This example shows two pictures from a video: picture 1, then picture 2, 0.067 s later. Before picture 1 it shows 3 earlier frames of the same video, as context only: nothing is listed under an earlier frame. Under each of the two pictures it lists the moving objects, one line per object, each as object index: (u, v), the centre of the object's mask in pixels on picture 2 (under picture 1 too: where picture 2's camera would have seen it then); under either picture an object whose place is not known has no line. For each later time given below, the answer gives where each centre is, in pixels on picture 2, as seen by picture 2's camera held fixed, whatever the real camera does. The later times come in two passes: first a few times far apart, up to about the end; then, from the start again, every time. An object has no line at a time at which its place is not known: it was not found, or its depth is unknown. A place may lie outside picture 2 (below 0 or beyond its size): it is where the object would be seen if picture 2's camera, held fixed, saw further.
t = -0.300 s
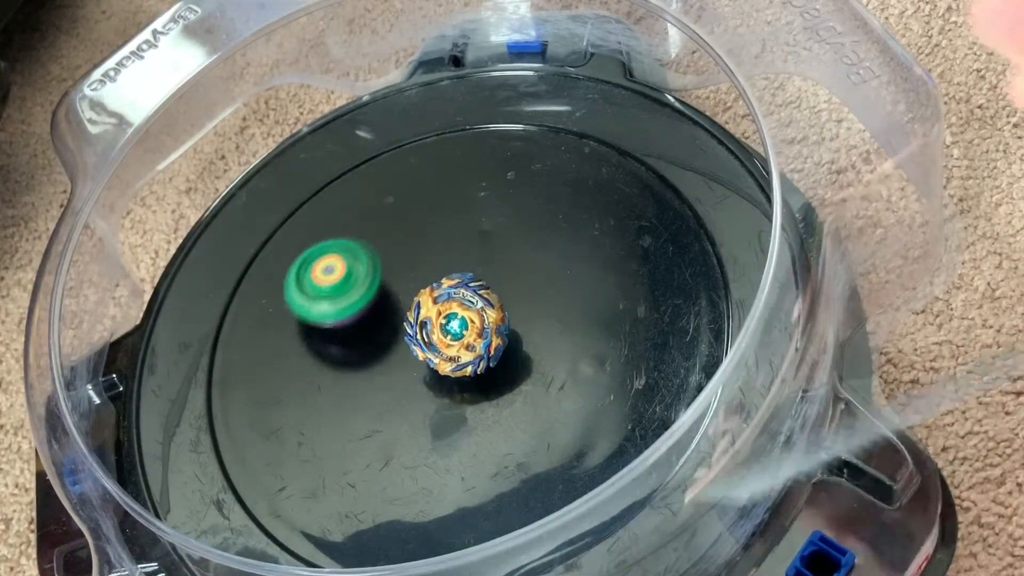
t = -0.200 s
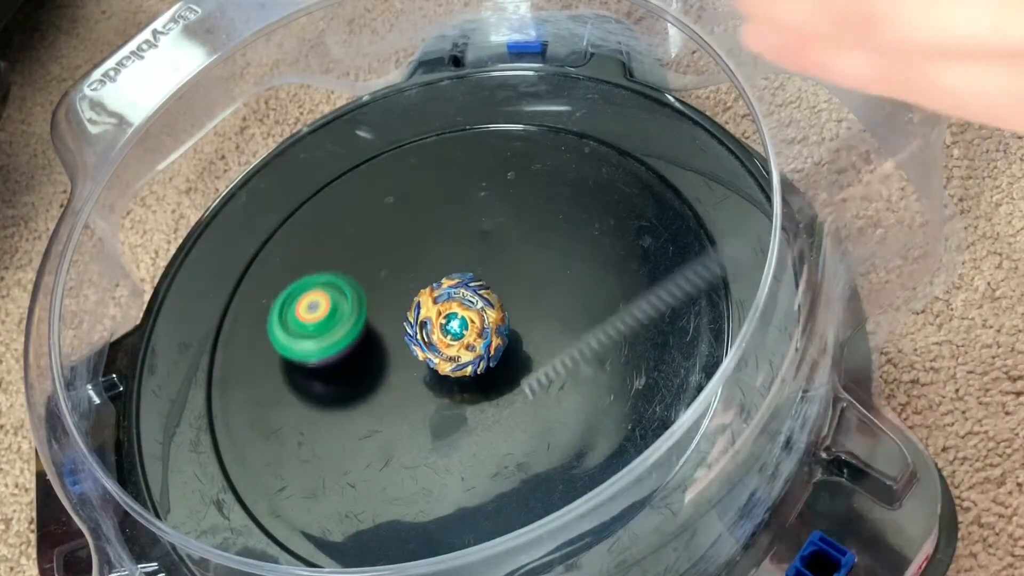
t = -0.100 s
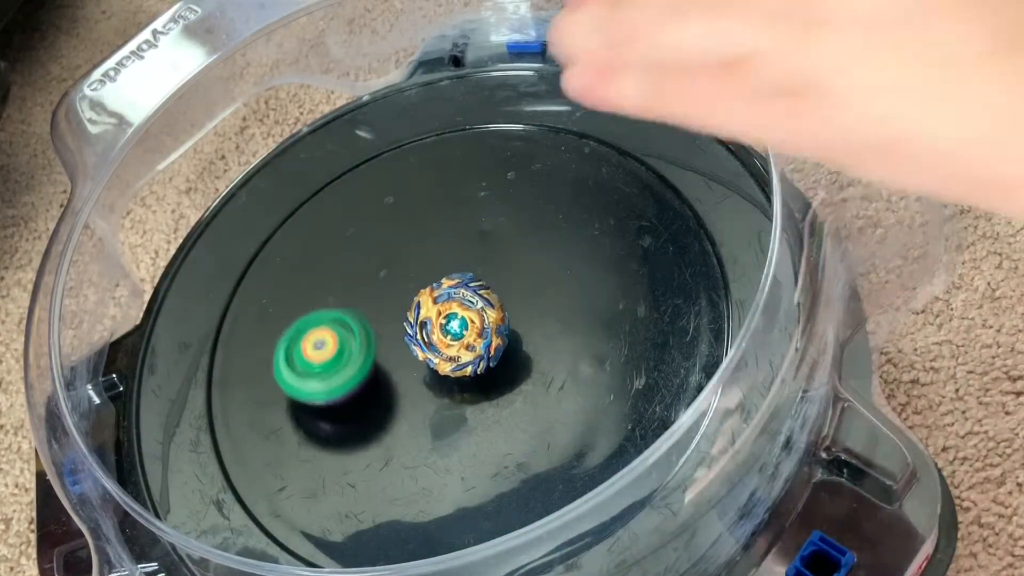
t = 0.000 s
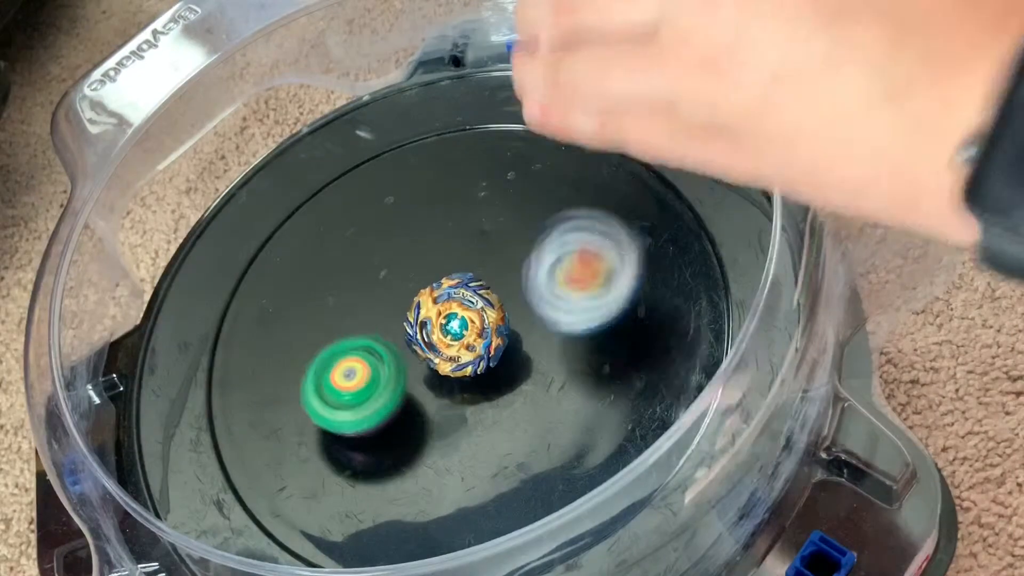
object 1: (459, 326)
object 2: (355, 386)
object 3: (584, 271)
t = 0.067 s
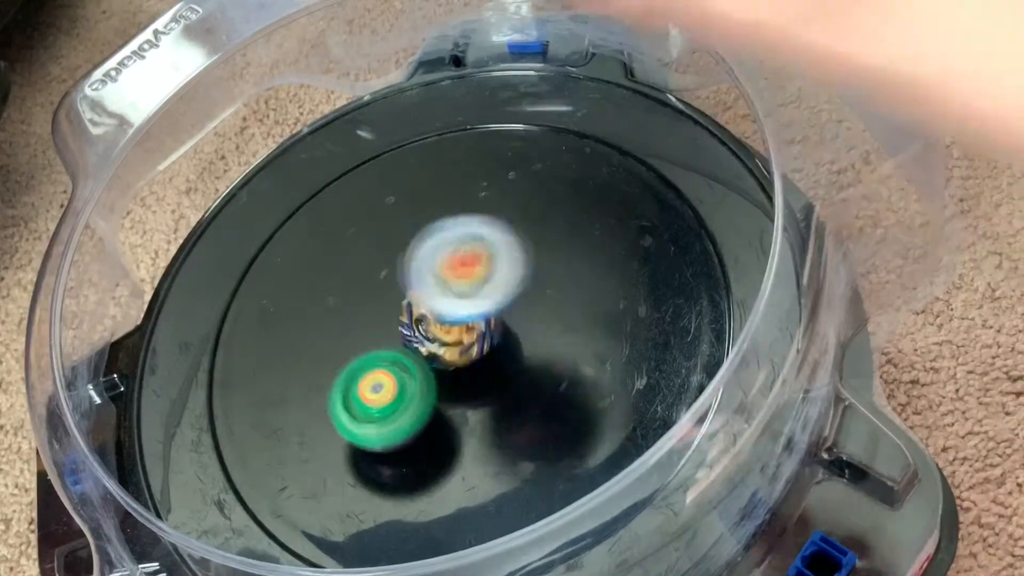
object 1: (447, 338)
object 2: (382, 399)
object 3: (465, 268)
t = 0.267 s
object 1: (452, 293)
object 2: (472, 416)
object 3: (249, 364)
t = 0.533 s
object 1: (473, 284)
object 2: (553, 330)
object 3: (348, 434)
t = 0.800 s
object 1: (460, 291)
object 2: (559, 281)
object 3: (667, 300)
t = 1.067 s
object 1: (440, 296)
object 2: (541, 268)
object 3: (495, 107)
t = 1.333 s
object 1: (432, 298)
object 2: (529, 274)
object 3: (212, 315)
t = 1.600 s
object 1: (429, 300)
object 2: (522, 312)
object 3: (464, 532)
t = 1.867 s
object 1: (436, 308)
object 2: (511, 358)
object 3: (692, 230)
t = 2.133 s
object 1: (444, 313)
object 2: (498, 384)
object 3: (423, 119)
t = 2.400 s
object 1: (469, 301)
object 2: (461, 392)
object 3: (210, 334)
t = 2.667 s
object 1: (478, 295)
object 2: (422, 395)
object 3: (430, 517)
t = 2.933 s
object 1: (469, 304)
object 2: (391, 382)
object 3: (685, 279)
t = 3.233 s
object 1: (476, 297)
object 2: (378, 361)
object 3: (456, 132)
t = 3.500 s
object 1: (481, 300)
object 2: (386, 331)
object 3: (262, 315)
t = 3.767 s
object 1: (496, 327)
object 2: (399, 303)
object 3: (424, 499)
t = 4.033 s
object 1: (497, 340)
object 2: (437, 271)
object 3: (660, 319)
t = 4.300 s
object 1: (497, 343)
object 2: (479, 252)
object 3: (515, 156)
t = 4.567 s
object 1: (484, 351)
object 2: (520, 260)
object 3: (296, 271)
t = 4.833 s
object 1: (463, 365)
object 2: (549, 272)
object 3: (344, 478)
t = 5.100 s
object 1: (443, 353)
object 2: (543, 313)
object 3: (612, 391)
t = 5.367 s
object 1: (425, 318)
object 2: (505, 345)
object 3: (598, 194)
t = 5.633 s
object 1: (457, 287)
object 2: (420, 372)
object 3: (391, 210)
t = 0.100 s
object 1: (462, 326)
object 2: (394, 409)
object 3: (412, 278)
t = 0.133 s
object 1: (454, 308)
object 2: (407, 416)
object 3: (367, 302)
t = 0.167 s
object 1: (449, 304)
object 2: (422, 419)
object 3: (335, 336)
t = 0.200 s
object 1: (450, 301)
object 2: (438, 421)
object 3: (299, 342)
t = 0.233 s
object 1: (450, 297)
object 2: (455, 420)
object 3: (270, 348)
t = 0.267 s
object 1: (452, 293)
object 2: (472, 416)
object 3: (249, 364)
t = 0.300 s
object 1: (454, 288)
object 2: (489, 410)
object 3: (234, 369)
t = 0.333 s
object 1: (456, 286)
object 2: (505, 401)
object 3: (227, 378)
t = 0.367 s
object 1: (459, 286)
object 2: (518, 390)
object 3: (229, 387)
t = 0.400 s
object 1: (462, 285)
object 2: (530, 378)
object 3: (239, 396)
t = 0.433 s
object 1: (466, 284)
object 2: (539, 365)
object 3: (256, 406)
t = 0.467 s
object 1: (470, 283)
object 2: (545, 353)
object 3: (281, 415)
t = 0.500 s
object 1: (472, 284)
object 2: (550, 341)
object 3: (312, 425)
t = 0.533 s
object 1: (473, 284)
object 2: (553, 330)
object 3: (348, 434)
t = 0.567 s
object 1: (474, 283)
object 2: (556, 323)
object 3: (389, 441)
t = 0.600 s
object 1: (473, 283)
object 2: (558, 316)
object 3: (436, 444)
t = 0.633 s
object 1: (471, 284)
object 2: (558, 309)
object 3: (484, 438)
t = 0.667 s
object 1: (467, 285)
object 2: (559, 303)
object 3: (533, 423)
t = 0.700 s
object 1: (462, 286)
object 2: (563, 298)
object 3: (576, 401)
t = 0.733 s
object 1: (461, 287)
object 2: (564, 291)
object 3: (616, 373)
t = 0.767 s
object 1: (461, 289)
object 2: (562, 286)
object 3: (646, 338)
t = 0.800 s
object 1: (460, 291)
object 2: (559, 281)
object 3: (667, 300)
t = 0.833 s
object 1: (458, 294)
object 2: (555, 277)
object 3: (676, 261)
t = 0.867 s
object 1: (452, 296)
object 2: (552, 275)
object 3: (675, 223)
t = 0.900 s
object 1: (449, 298)
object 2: (551, 274)
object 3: (666, 187)
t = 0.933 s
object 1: (448, 297)
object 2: (548, 272)
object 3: (646, 158)
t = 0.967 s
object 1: (447, 296)
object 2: (545, 271)
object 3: (617, 132)
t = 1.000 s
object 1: (445, 295)
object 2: (542, 270)
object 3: (584, 113)
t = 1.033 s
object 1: (444, 295)
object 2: (540, 269)
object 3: (543, 108)
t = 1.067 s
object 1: (440, 296)
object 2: (541, 268)
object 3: (495, 107)
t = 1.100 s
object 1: (440, 296)
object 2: (539, 266)
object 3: (450, 113)
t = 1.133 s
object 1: (440, 296)
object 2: (536, 266)
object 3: (406, 126)
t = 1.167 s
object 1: (438, 297)
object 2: (533, 266)
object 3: (364, 145)
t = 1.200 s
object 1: (437, 298)
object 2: (532, 267)
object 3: (325, 169)
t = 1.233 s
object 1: (435, 298)
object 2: (531, 268)
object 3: (289, 200)
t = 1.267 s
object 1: (435, 298)
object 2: (530, 269)
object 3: (257, 235)
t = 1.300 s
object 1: (432, 299)
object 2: (530, 271)
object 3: (232, 272)
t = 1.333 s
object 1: (432, 298)
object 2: (529, 274)
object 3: (212, 315)
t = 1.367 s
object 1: (431, 298)
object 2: (528, 277)
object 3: (200, 360)
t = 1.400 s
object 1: (431, 299)
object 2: (527, 280)
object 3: (207, 405)
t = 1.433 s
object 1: (430, 299)
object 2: (526, 285)
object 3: (223, 451)
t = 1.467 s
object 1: (430, 299)
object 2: (526, 289)
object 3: (250, 490)
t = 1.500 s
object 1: (429, 299)
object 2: (525, 294)
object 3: (293, 513)
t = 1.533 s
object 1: (429, 299)
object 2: (524, 300)
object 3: (341, 527)
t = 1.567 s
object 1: (429, 300)
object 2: (523, 306)
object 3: (400, 528)
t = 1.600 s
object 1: (429, 300)
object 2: (522, 312)
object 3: (464, 532)
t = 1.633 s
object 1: (429, 300)
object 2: (521, 319)
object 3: (528, 521)
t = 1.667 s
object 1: (430, 300)
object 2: (520, 325)
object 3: (585, 493)
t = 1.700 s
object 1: (431, 301)
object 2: (519, 332)
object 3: (629, 453)
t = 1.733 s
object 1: (431, 302)
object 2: (518, 338)
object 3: (665, 409)
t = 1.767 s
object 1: (432, 303)
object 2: (516, 343)
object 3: (688, 362)
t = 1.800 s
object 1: (433, 304)
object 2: (514, 348)
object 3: (696, 314)
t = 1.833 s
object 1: (434, 306)
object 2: (513, 353)
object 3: (702, 271)
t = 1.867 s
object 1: (436, 308)
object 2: (511, 358)
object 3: (692, 230)
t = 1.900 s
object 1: (436, 308)
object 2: (511, 365)
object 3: (673, 193)
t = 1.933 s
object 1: (436, 307)
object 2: (511, 371)
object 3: (648, 163)
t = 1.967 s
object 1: (435, 307)
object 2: (512, 374)
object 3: (615, 140)
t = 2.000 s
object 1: (436, 308)
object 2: (510, 376)
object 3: (579, 123)
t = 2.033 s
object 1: (437, 309)
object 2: (508, 379)
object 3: (542, 113)
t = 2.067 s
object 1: (439, 311)
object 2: (505, 381)
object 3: (501, 109)
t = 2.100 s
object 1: (441, 312)
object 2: (502, 383)
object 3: (462, 111)
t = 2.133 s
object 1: (444, 313)
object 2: (498, 384)
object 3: (423, 119)
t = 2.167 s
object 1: (447, 313)
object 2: (494, 386)
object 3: (385, 132)
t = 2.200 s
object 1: (450, 311)
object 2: (489, 386)
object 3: (349, 149)
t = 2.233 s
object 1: (453, 309)
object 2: (485, 387)
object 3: (316, 171)
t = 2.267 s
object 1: (456, 307)
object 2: (480, 387)
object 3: (286, 196)
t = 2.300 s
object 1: (460, 306)
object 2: (475, 388)
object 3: (259, 226)
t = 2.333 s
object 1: (464, 305)
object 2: (470, 390)
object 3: (236, 259)
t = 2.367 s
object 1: (466, 302)
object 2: (465, 392)
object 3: (220, 295)
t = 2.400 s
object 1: (469, 301)
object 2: (461, 392)
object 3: (210, 334)
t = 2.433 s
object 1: (472, 301)
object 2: (456, 392)
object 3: (208, 373)
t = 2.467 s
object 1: (475, 300)
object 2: (451, 393)
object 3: (215, 411)
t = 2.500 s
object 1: (475, 298)
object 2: (446, 395)
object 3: (230, 447)
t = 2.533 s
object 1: (476, 298)
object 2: (441, 396)
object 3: (254, 480)
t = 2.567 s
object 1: (477, 297)
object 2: (436, 396)
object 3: (290, 503)
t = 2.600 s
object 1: (478, 295)
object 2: (431, 395)
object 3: (331, 517)
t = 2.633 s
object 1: (478, 295)
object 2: (426, 396)
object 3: (379, 521)
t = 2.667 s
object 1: (478, 295)
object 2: (422, 395)
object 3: (430, 517)
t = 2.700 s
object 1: (478, 296)
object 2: (417, 395)
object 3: (486, 517)
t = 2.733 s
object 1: (477, 297)
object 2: (413, 394)
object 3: (538, 497)
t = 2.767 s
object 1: (476, 298)
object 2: (410, 392)
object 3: (583, 471)
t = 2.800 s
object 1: (475, 300)
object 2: (406, 390)
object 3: (622, 437)
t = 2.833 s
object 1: (473, 303)
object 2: (402, 388)
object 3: (646, 393)
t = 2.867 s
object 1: (470, 304)
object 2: (399, 385)
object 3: (669, 356)
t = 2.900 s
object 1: (469, 304)
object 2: (395, 384)
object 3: (683, 317)
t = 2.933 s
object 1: (469, 304)
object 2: (391, 382)
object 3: (685, 279)
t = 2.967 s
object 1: (468, 304)
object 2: (388, 381)
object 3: (678, 243)
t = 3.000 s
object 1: (467, 304)
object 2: (387, 379)
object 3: (664, 212)
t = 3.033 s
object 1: (468, 305)
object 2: (386, 376)
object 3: (643, 184)
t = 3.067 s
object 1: (470, 304)
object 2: (382, 375)
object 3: (618, 162)
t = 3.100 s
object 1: (473, 302)
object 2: (379, 374)
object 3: (589, 145)
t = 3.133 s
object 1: (475, 300)
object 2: (378, 371)
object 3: (558, 134)
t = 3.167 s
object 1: (476, 299)
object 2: (378, 368)
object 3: (525, 128)
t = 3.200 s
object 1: (477, 298)
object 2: (378, 364)
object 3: (490, 127)
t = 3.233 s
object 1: (476, 297)
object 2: (378, 361)
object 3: (456, 132)
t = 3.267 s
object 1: (476, 298)
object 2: (379, 357)
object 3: (423, 141)
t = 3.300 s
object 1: (475, 300)
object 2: (381, 353)
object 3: (391, 154)
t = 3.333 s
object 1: (477, 300)
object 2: (381, 348)
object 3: (361, 172)
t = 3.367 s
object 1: (480, 301)
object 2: (377, 345)
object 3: (333, 194)
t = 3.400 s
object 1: (481, 300)
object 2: (378, 342)
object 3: (307, 220)
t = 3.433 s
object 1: (480, 300)
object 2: (380, 338)
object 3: (287, 249)
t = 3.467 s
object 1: (480, 300)
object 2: (383, 334)
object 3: (272, 280)
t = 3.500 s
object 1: (481, 300)
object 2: (386, 331)
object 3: (262, 315)
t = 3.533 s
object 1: (487, 301)
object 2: (386, 327)
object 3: (259, 349)
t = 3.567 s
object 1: (493, 303)
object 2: (386, 325)
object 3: (263, 382)
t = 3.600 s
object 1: (493, 306)
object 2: (388, 322)
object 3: (273, 414)
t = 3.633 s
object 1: (492, 309)
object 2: (392, 319)
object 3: (292, 443)
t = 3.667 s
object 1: (494, 314)
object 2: (394, 315)
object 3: (316, 466)
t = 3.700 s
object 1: (493, 318)
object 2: (396, 311)
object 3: (348, 485)
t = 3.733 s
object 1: (496, 323)
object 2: (397, 307)
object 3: (384, 496)
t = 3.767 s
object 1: (496, 327)
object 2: (399, 303)
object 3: (424, 499)
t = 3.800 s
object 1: (495, 331)
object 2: (402, 300)
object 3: (467, 494)
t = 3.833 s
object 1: (494, 334)
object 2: (408, 296)
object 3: (509, 481)
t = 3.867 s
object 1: (493, 338)
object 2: (414, 291)
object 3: (546, 464)
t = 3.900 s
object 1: (494, 340)
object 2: (419, 286)
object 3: (581, 440)
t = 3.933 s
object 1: (494, 341)
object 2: (423, 282)
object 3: (610, 415)
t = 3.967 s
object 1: (495, 341)
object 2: (428, 278)
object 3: (636, 384)
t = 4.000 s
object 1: (496, 341)
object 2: (432, 275)
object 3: (652, 353)
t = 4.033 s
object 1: (497, 340)
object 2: (437, 271)
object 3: (660, 319)
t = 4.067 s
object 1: (499, 341)
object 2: (441, 267)
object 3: (660, 287)
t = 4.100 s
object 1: (499, 341)
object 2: (447, 264)
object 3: (654, 256)
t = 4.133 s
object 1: (499, 341)
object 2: (452, 262)
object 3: (641, 229)
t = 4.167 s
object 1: (498, 342)
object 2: (457, 259)
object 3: (623, 205)
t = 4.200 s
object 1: (498, 342)
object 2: (463, 257)
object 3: (601, 186)
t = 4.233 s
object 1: (497, 343)
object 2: (469, 255)
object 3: (575, 171)
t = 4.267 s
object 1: (497, 343)
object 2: (474, 254)
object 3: (546, 161)
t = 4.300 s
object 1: (497, 343)
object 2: (479, 252)
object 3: (515, 156)
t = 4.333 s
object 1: (497, 343)
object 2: (485, 252)
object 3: (484, 156)
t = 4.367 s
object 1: (497, 343)
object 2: (490, 252)
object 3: (451, 161)
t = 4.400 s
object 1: (496, 344)
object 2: (495, 251)
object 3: (420, 171)
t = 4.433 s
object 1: (495, 346)
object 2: (500, 251)
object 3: (391, 184)
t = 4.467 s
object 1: (493, 347)
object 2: (505, 252)
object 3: (362, 201)
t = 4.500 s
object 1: (490, 348)
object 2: (509, 255)
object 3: (337, 221)
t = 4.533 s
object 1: (487, 349)
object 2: (515, 258)
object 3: (315, 245)
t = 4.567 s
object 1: (484, 351)
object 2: (520, 260)
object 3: (296, 271)
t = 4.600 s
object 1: (481, 355)
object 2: (525, 258)
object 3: (283, 298)
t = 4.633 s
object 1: (478, 359)
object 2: (529, 257)
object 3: (274, 327)
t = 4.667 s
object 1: (474, 361)
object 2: (533, 259)
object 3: (270, 357)
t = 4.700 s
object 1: (471, 364)
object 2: (538, 260)
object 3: (272, 386)
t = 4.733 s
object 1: (468, 365)
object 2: (541, 263)
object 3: (281, 413)
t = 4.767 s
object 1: (465, 365)
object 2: (545, 265)
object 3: (296, 438)
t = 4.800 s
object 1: (463, 364)
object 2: (548, 269)
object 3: (318, 461)
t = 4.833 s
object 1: (463, 365)
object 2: (549, 272)
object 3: (344, 478)
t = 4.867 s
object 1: (458, 365)
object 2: (551, 276)
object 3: (378, 489)
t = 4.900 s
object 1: (455, 365)
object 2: (552, 281)
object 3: (414, 493)
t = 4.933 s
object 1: (452, 365)
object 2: (552, 286)
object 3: (453, 490)
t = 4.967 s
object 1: (450, 363)
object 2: (552, 291)
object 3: (490, 480)
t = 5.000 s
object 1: (448, 360)
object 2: (551, 296)
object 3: (526, 464)
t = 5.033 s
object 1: (446, 359)
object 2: (549, 301)
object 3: (561, 442)
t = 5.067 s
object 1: (444, 356)
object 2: (547, 308)
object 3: (588, 418)
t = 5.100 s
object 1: (443, 353)
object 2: (543, 313)
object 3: (612, 391)
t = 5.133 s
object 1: (443, 349)
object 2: (539, 318)
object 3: (628, 360)
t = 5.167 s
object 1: (441, 345)
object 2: (535, 324)
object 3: (636, 331)
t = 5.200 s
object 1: (436, 341)
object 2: (532, 327)
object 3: (646, 303)
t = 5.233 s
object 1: (431, 338)
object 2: (528, 329)
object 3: (647, 277)
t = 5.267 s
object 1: (428, 334)
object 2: (524, 332)
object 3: (642, 253)
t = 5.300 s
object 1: (427, 330)
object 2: (518, 336)
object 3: (631, 230)
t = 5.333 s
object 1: (425, 325)
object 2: (511, 340)
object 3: (616, 211)
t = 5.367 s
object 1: (425, 318)
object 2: (505, 345)
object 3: (598, 194)
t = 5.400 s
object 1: (426, 312)
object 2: (497, 349)
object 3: (576, 181)
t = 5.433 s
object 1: (428, 305)
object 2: (488, 353)
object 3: (552, 172)
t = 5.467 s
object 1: (430, 298)
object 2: (478, 358)
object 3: (525, 168)
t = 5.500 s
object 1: (433, 294)
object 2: (468, 362)
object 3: (497, 168)
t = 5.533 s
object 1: (438, 290)
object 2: (457, 366)
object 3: (468, 173)
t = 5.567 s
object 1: (445, 288)
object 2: (445, 369)
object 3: (441, 182)
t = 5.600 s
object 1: (452, 286)
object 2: (432, 371)
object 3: (415, 194)
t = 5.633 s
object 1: (457, 287)
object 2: (420, 372)
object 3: (391, 210)
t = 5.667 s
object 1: (462, 290)
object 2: (409, 374)
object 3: (367, 229)
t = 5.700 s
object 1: (467, 294)
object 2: (397, 374)
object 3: (348, 249)
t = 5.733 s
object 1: (472, 297)
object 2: (385, 374)
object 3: (331, 273)
